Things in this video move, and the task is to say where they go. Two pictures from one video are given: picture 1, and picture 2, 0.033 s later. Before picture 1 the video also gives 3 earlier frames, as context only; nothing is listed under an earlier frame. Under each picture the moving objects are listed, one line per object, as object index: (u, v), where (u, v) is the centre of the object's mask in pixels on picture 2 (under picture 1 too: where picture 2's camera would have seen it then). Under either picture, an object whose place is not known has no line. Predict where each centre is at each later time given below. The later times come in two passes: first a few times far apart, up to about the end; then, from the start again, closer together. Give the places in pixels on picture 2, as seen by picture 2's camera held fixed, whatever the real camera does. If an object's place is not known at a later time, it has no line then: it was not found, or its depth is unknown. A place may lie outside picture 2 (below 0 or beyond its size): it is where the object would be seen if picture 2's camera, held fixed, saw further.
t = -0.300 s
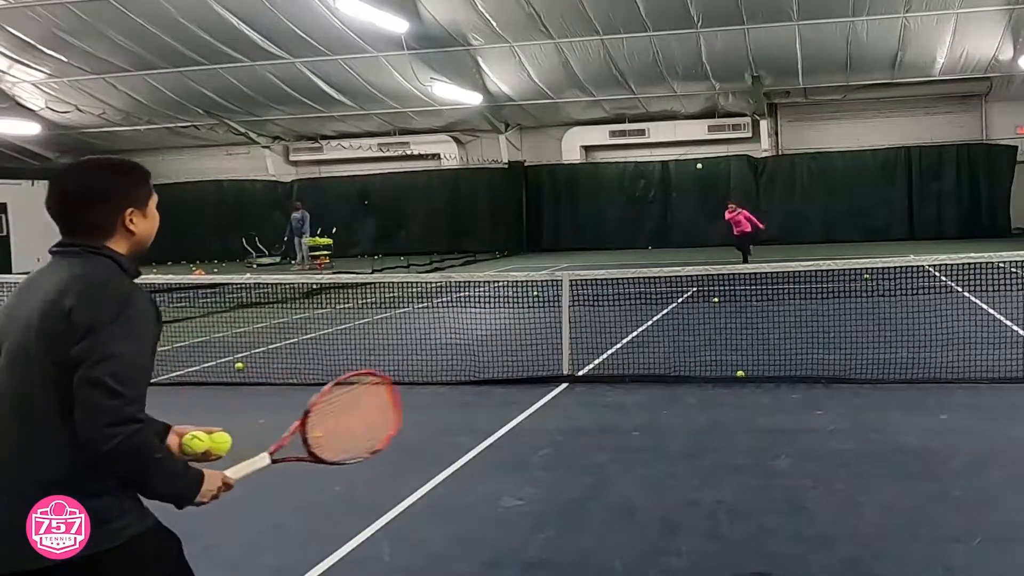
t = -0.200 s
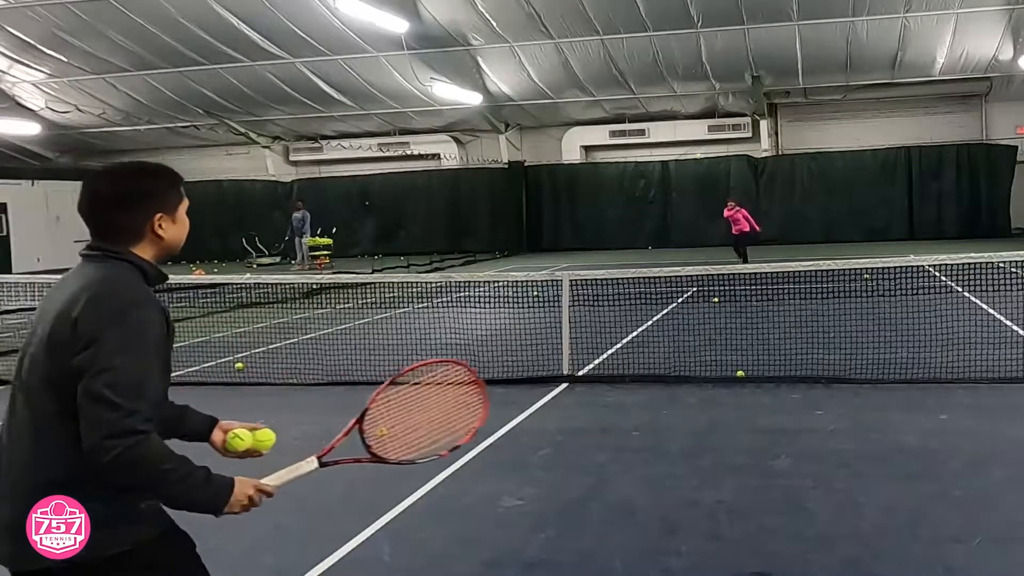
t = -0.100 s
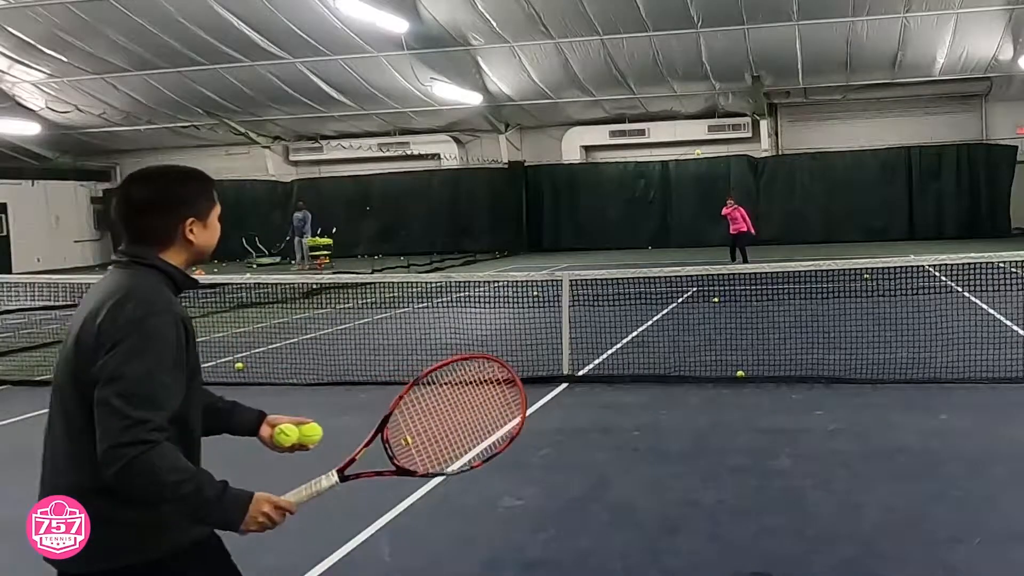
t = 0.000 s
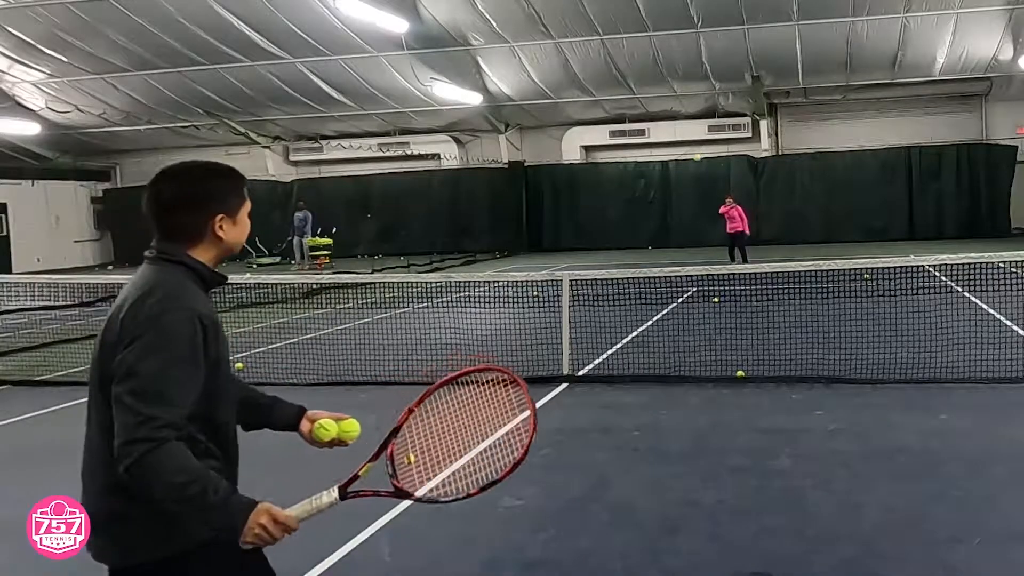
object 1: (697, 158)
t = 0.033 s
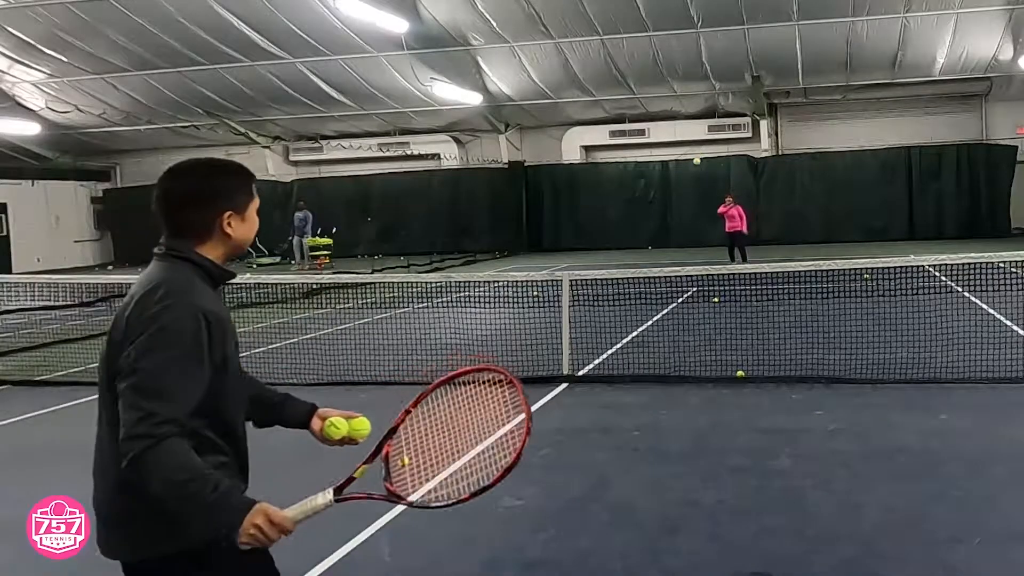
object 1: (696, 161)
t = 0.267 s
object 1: (694, 238)
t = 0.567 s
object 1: (683, 445)
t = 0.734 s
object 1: (659, 368)
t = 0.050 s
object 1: (696, 164)
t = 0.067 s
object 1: (696, 166)
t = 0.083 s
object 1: (696, 170)
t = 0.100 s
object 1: (696, 173)
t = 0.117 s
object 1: (696, 177)
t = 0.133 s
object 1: (695, 182)
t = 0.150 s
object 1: (695, 186)
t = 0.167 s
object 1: (695, 192)
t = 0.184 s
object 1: (695, 198)
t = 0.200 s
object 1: (695, 205)
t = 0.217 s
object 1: (695, 212)
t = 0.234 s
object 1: (695, 220)
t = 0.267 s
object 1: (694, 238)
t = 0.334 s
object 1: (694, 283)
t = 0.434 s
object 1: (692, 386)
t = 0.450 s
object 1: (692, 408)
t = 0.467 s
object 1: (692, 433)
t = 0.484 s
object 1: (692, 459)
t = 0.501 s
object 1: (691, 484)
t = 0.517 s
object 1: (689, 474)
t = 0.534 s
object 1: (687, 464)
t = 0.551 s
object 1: (686, 454)
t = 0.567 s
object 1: (683, 445)
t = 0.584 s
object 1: (681, 436)
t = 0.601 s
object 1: (679, 427)
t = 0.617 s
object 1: (677, 418)
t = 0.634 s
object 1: (674, 410)
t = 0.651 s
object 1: (672, 402)
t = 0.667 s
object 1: (670, 394)
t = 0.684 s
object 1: (668, 387)
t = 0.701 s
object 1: (665, 380)
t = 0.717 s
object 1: (662, 374)
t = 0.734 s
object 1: (659, 368)
